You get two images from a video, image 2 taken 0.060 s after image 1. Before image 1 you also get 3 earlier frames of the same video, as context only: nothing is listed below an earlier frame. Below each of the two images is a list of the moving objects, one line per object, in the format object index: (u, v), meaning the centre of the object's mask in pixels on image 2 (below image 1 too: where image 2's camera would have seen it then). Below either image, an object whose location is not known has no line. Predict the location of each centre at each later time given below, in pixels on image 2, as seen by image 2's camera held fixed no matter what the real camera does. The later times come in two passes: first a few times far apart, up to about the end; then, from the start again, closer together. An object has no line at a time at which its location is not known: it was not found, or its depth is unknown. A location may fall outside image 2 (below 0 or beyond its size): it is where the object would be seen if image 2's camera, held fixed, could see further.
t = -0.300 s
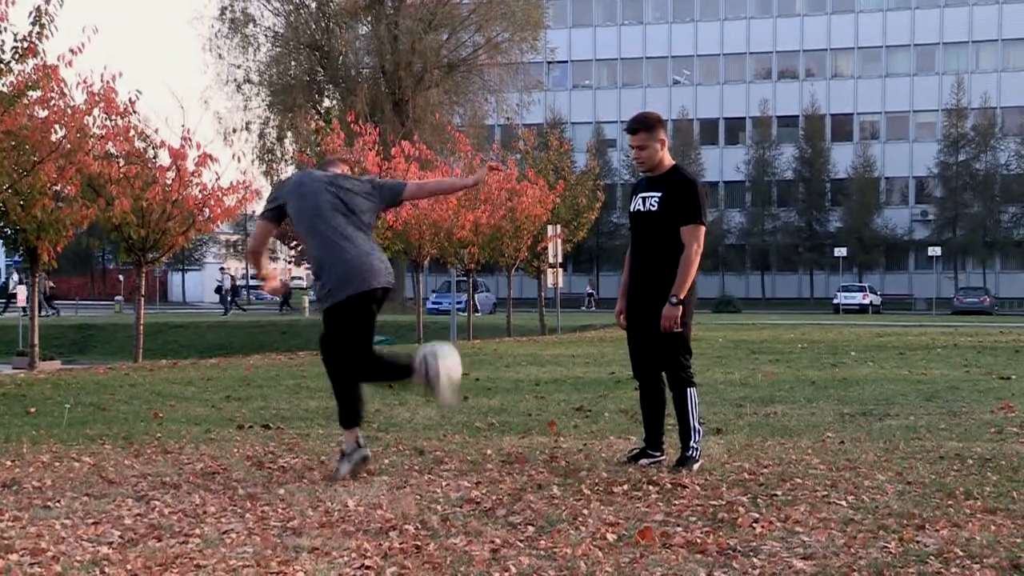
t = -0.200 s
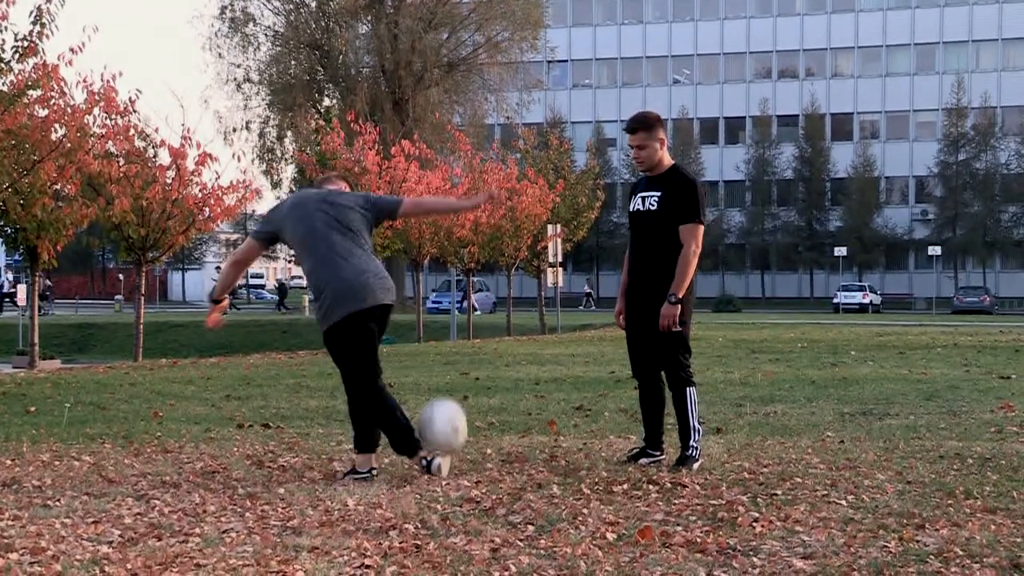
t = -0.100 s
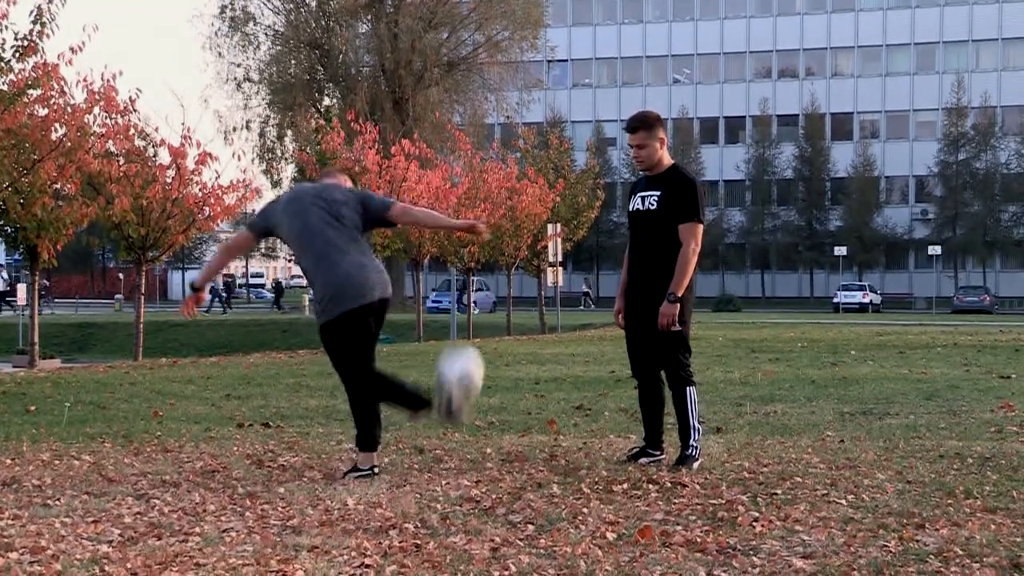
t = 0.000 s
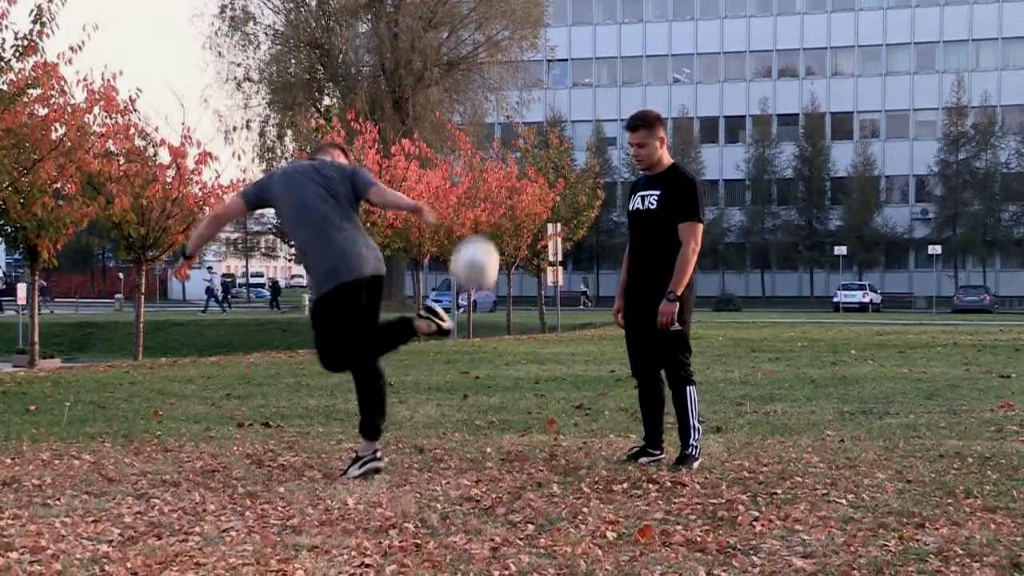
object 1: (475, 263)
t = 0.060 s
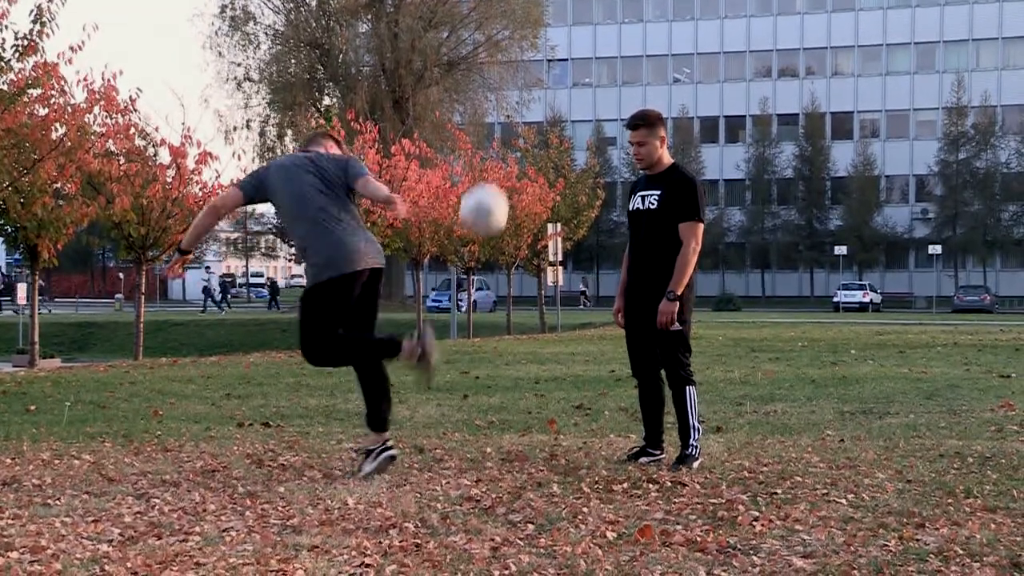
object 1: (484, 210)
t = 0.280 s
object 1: (516, 81)
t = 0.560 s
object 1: (557, 67)
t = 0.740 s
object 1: (582, 144)
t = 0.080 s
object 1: (487, 193)
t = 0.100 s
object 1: (490, 178)
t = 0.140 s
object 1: (496, 151)
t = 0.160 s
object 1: (499, 138)
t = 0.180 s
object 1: (501, 128)
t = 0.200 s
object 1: (504, 117)
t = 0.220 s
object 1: (507, 104)
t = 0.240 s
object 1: (511, 96)
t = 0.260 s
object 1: (513, 88)
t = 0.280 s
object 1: (516, 81)
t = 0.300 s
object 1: (519, 75)
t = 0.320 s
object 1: (522, 69)
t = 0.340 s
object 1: (524, 65)
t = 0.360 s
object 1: (528, 61)
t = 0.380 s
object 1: (530, 58)
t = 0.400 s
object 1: (533, 55)
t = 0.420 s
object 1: (536, 54)
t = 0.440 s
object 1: (538, 53)
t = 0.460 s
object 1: (541, 54)
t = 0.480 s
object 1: (545, 54)
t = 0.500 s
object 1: (548, 56)
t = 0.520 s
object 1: (551, 59)
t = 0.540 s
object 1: (553, 62)
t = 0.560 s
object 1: (557, 67)
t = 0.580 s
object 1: (560, 73)
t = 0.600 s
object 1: (563, 78)
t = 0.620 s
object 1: (566, 86)
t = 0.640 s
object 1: (568, 93)
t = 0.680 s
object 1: (574, 110)
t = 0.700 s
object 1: (577, 121)
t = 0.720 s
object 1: (579, 131)
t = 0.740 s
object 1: (582, 144)
